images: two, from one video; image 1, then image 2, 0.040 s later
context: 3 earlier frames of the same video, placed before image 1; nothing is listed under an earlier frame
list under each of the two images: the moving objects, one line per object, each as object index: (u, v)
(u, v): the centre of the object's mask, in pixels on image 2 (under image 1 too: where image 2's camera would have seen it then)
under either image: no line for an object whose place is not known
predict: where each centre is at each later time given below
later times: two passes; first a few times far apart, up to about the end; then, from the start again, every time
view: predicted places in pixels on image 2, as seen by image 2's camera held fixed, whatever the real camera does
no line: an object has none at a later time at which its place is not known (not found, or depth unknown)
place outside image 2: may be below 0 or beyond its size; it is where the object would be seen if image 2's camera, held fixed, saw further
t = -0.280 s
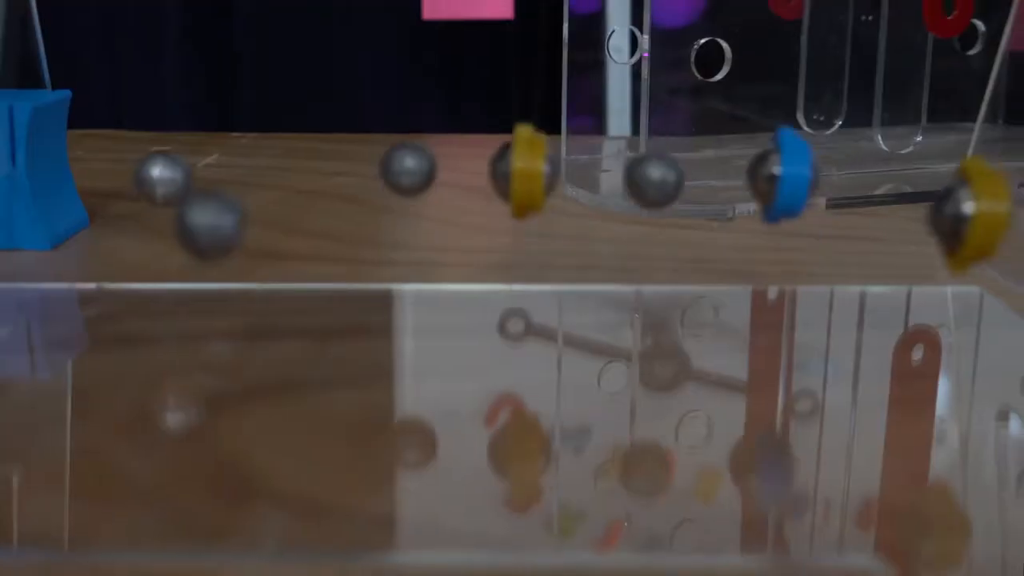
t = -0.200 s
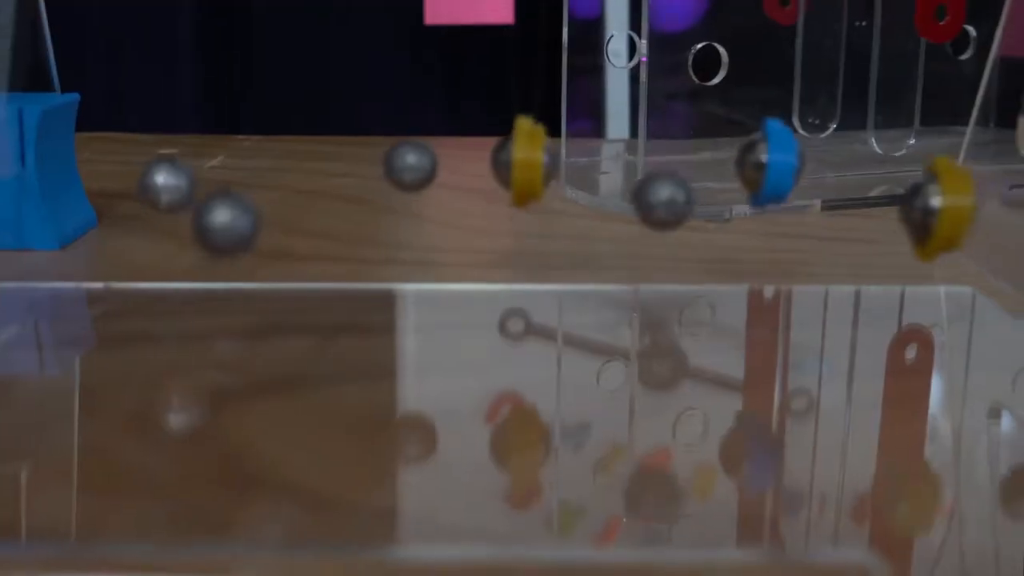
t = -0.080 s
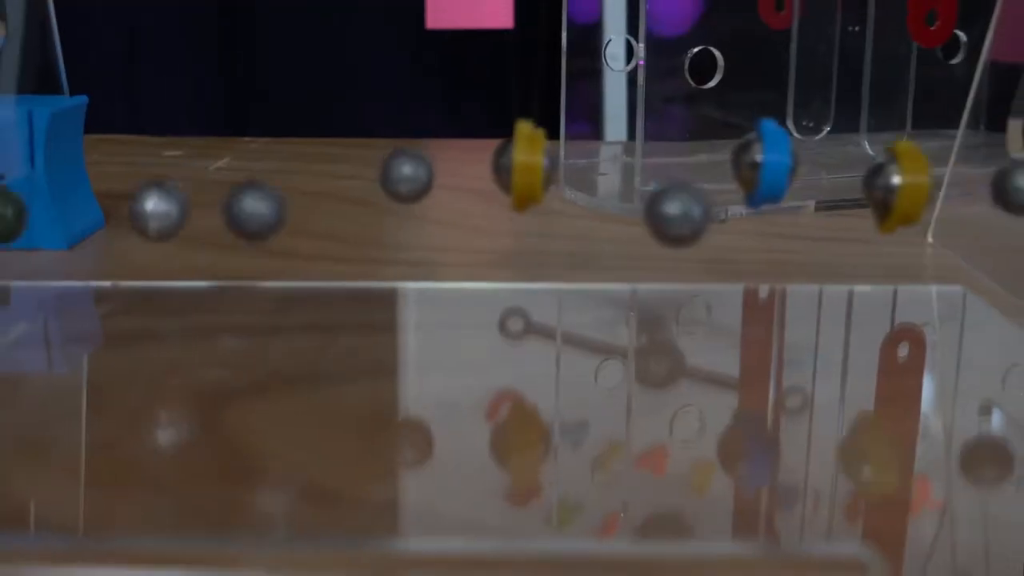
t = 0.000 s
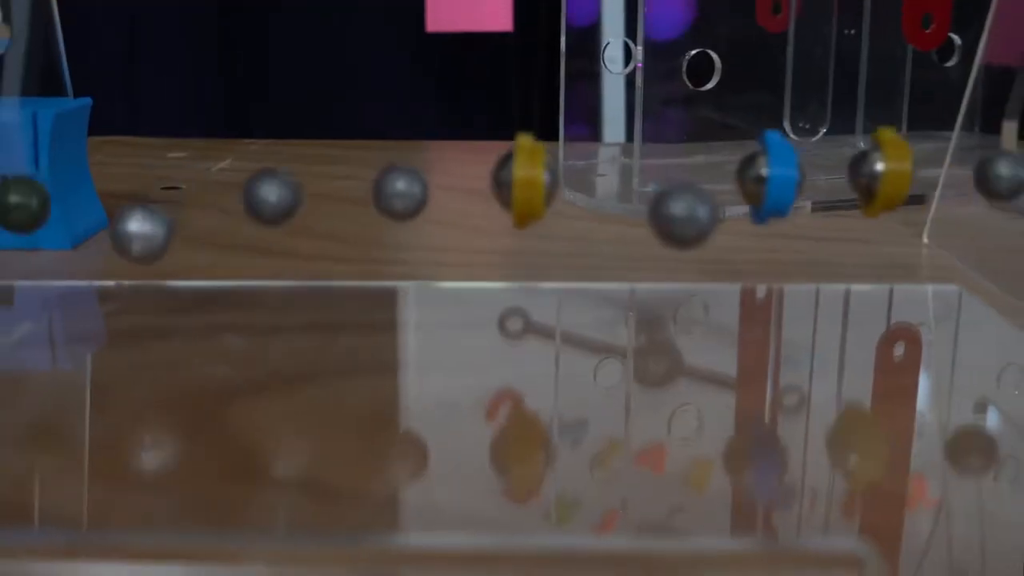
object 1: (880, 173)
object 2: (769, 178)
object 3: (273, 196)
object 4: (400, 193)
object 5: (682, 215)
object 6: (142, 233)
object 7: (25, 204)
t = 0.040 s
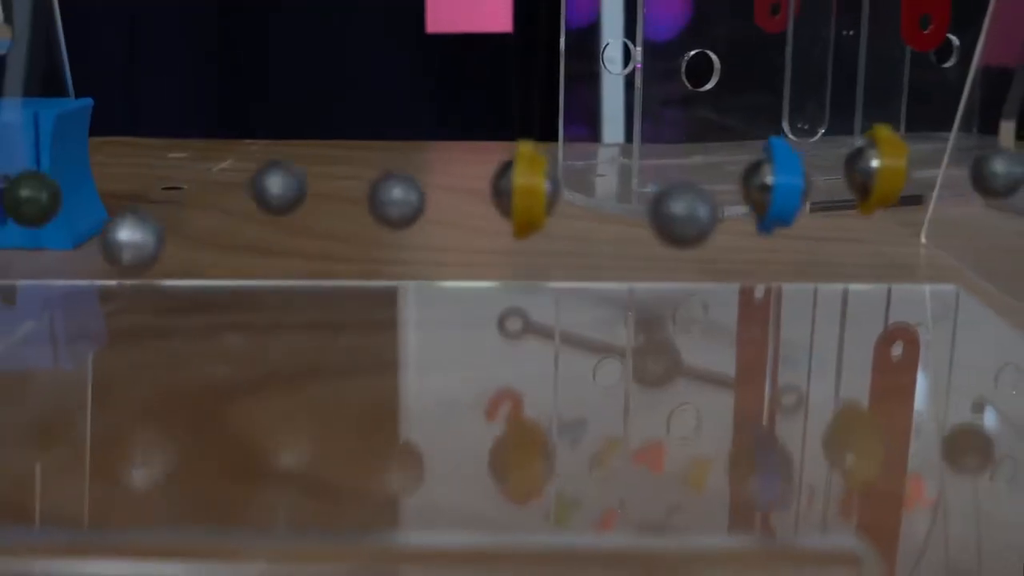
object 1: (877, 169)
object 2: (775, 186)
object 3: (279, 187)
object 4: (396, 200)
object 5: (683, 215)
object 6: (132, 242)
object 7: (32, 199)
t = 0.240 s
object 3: (293, 162)
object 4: (379, 222)
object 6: (82, 260)
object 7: (55, 182)
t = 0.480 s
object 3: (270, 197)
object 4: (390, 219)
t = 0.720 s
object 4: (411, 184)
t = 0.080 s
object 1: (877, 169)
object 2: (783, 193)
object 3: (283, 179)
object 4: (392, 207)
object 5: (683, 214)
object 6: (121, 248)
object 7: (39, 193)
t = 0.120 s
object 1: (879, 170)
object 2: (791, 200)
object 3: (287, 171)
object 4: (388, 213)
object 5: (681, 214)
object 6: (109, 251)
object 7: (46, 188)
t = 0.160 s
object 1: (883, 176)
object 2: (800, 205)
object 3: (290, 165)
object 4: (384, 217)
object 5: (677, 213)
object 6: (98, 258)
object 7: (51, 184)
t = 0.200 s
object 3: (292, 163)
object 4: (381, 220)
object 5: (672, 212)
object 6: (89, 259)
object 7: (54, 183)
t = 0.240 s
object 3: (293, 162)
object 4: (379, 222)
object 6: (82, 260)
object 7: (55, 182)
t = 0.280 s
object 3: (293, 162)
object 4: (378, 221)
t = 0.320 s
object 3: (291, 165)
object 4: (378, 221)
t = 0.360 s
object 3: (289, 170)
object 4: (379, 221)
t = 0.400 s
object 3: (284, 178)
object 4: (382, 221)
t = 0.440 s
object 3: (278, 188)
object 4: (385, 221)
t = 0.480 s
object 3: (270, 197)
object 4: (390, 219)
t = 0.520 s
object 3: (263, 203)
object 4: (394, 217)
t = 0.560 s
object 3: (255, 211)
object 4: (399, 213)
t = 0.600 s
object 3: (247, 216)
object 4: (402, 206)
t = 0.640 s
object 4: (406, 200)
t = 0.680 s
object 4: (408, 192)
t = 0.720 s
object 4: (411, 184)
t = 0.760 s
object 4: (412, 178)
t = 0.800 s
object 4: (412, 174)
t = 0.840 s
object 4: (410, 171)
